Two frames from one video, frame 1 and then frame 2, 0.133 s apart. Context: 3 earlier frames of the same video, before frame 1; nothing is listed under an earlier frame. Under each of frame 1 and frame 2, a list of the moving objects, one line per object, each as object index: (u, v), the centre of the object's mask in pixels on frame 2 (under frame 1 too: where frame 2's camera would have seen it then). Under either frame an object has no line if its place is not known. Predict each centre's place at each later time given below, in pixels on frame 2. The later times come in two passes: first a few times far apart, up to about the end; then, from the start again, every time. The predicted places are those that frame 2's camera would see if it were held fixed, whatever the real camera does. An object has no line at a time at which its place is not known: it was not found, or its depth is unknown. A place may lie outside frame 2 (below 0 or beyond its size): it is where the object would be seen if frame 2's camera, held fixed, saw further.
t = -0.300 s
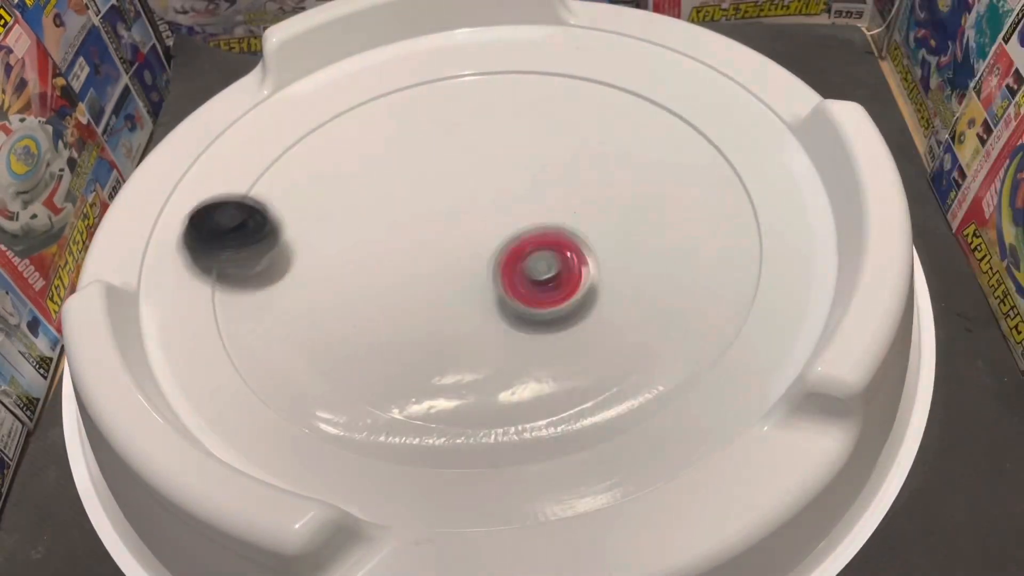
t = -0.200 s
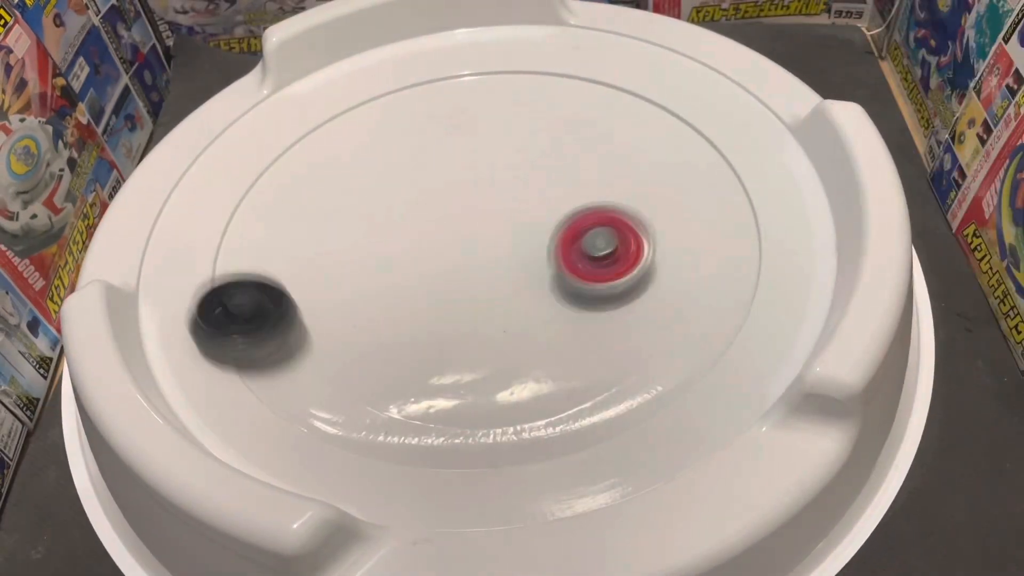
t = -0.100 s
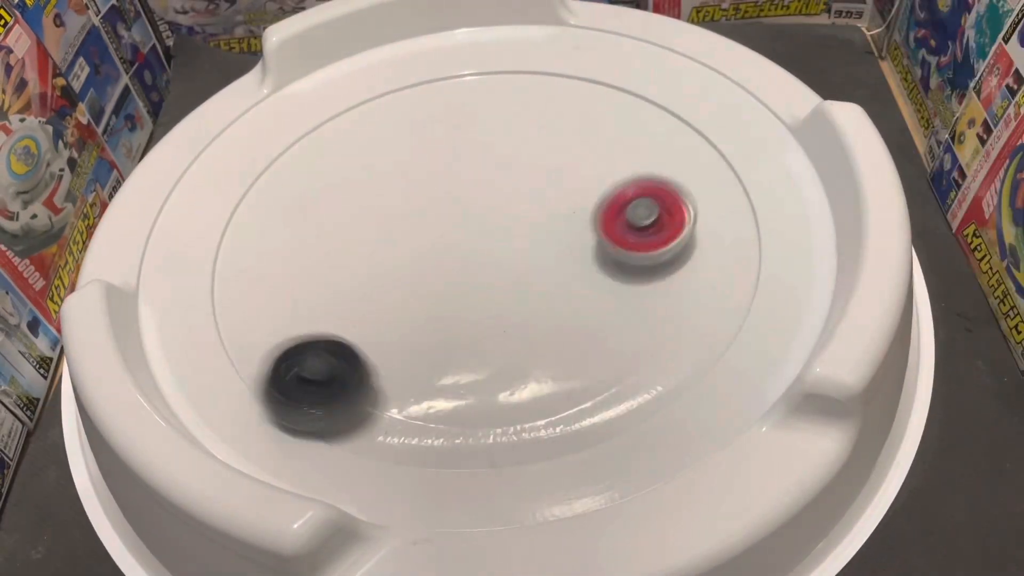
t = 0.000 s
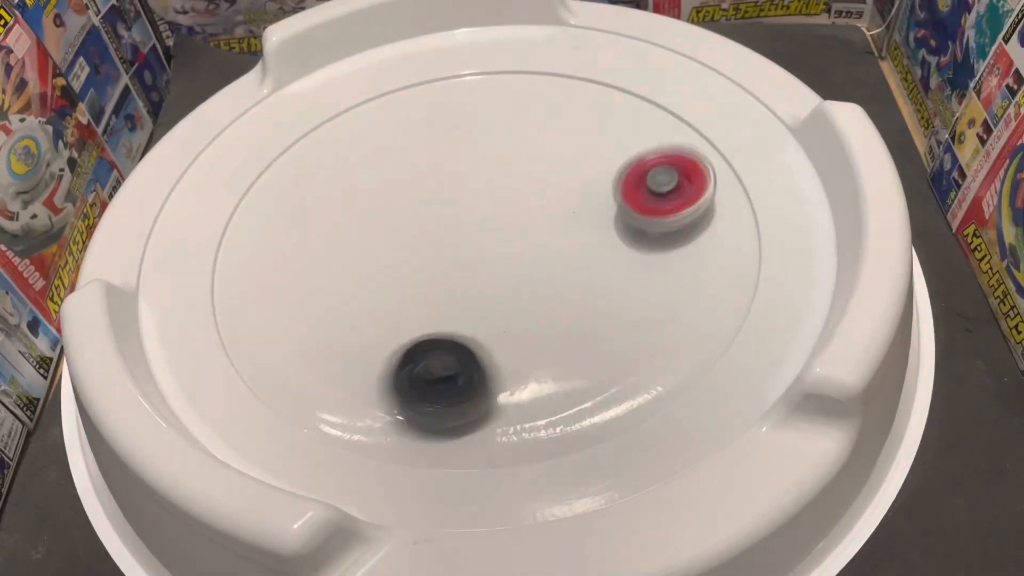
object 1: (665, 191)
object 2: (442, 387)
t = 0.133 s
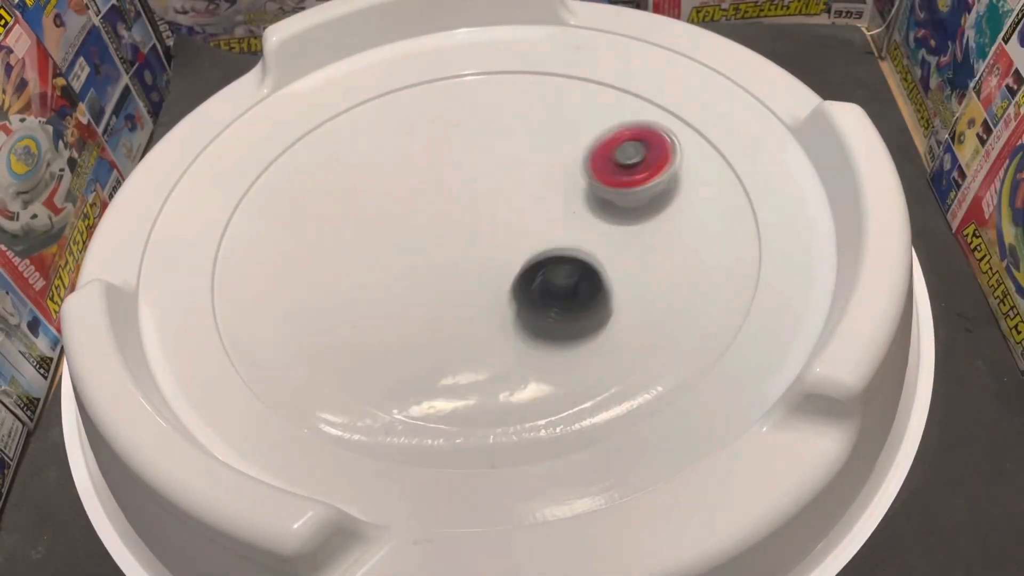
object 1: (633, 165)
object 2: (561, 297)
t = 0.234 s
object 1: (588, 156)
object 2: (556, 234)
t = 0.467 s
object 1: (563, 64)
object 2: (358, 302)
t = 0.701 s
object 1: (474, 119)
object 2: (493, 344)
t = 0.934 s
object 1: (384, 210)
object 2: (532, 201)
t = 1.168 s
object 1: (329, 342)
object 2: (486, 133)
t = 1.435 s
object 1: (588, 326)
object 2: (428, 268)
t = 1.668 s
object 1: (503, 224)
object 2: (611, 285)
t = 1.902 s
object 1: (488, 259)
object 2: (629, 170)
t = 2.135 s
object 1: (505, 255)
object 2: (440, 215)
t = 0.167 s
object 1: (614, 167)
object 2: (569, 271)
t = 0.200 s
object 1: (597, 166)
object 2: (567, 248)
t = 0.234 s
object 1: (588, 156)
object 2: (556, 234)
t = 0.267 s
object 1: (591, 141)
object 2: (530, 235)
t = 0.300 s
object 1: (599, 108)
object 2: (485, 249)
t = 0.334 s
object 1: (601, 88)
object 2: (448, 256)
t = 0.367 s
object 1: (596, 77)
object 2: (416, 263)
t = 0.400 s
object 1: (587, 71)
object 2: (392, 273)
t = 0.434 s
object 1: (576, 65)
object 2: (372, 286)
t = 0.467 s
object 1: (563, 64)
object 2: (358, 302)
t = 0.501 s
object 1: (549, 65)
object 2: (352, 321)
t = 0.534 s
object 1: (535, 68)
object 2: (356, 338)
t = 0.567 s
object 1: (521, 73)
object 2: (371, 354)
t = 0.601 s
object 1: (507, 82)
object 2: (396, 364)
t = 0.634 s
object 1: (496, 93)
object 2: (429, 366)
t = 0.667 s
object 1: (485, 106)
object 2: (462, 359)
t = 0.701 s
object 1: (474, 119)
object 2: (493, 344)
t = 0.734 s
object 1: (464, 131)
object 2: (515, 324)
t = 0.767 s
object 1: (456, 147)
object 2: (529, 301)
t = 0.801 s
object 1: (448, 162)
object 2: (535, 277)
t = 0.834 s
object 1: (441, 176)
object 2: (533, 253)
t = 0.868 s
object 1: (435, 191)
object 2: (524, 231)
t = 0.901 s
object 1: (426, 202)
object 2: (513, 213)
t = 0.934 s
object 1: (384, 210)
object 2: (532, 201)
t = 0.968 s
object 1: (353, 218)
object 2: (544, 189)
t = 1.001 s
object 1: (327, 232)
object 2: (549, 178)
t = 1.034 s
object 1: (311, 248)
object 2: (548, 165)
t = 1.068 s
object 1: (298, 269)
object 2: (540, 154)
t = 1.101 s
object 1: (296, 293)
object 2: (527, 142)
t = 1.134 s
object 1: (307, 319)
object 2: (508, 135)
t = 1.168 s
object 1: (329, 342)
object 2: (486, 133)
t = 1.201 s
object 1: (356, 359)
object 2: (463, 136)
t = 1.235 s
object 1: (385, 371)
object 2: (441, 145)
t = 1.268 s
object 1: (423, 377)
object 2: (423, 161)
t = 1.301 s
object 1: (461, 378)
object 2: (409, 180)
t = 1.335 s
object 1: (497, 374)
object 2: (403, 202)
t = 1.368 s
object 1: (529, 363)
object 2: (404, 225)
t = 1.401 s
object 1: (563, 347)
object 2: (412, 248)
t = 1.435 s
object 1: (588, 326)
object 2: (428, 268)
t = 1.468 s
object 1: (600, 304)
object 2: (448, 285)
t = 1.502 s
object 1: (601, 275)
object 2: (473, 296)
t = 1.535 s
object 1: (589, 259)
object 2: (501, 303)
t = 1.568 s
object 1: (567, 237)
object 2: (528, 304)
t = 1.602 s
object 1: (549, 229)
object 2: (558, 302)
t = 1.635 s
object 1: (527, 225)
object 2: (587, 296)
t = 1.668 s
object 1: (503, 224)
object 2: (611, 285)
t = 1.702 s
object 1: (484, 233)
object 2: (634, 271)
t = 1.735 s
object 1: (477, 239)
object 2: (652, 254)
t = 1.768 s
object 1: (474, 248)
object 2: (662, 235)
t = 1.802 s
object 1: (476, 253)
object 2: (666, 215)
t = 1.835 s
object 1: (478, 256)
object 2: (662, 197)
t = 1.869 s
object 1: (483, 258)
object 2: (649, 182)
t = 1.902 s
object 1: (488, 259)
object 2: (629, 170)
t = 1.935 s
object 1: (491, 259)
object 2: (606, 163)
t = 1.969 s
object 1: (495, 258)
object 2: (577, 162)
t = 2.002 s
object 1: (498, 258)
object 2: (549, 166)
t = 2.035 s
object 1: (502, 258)
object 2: (521, 173)
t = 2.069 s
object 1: (504, 257)
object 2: (494, 180)
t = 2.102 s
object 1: (505, 255)
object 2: (463, 194)
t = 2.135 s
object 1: (505, 255)
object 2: (440, 215)
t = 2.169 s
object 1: (505, 256)
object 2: (424, 238)
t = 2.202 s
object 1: (506, 258)
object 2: (413, 258)
